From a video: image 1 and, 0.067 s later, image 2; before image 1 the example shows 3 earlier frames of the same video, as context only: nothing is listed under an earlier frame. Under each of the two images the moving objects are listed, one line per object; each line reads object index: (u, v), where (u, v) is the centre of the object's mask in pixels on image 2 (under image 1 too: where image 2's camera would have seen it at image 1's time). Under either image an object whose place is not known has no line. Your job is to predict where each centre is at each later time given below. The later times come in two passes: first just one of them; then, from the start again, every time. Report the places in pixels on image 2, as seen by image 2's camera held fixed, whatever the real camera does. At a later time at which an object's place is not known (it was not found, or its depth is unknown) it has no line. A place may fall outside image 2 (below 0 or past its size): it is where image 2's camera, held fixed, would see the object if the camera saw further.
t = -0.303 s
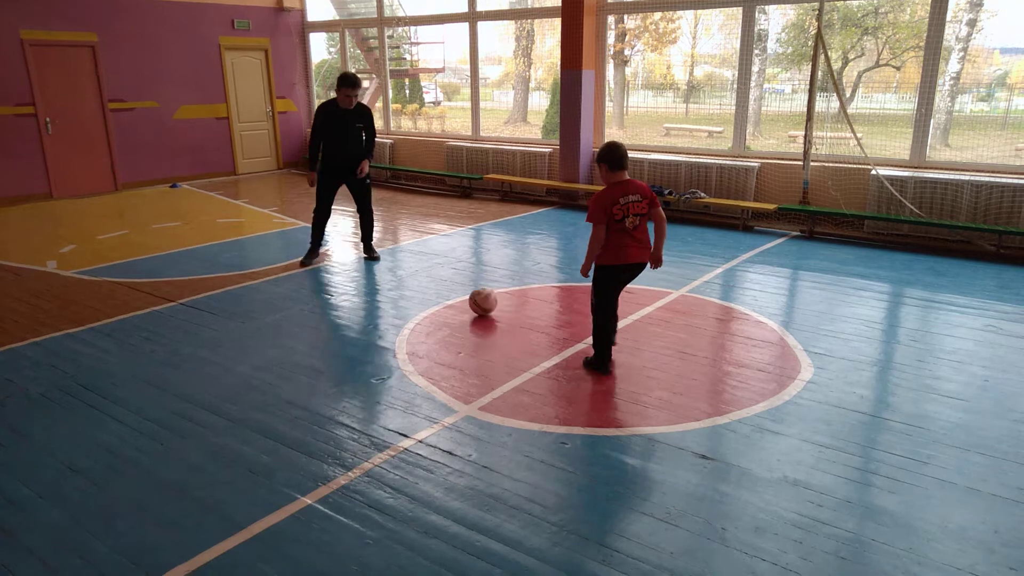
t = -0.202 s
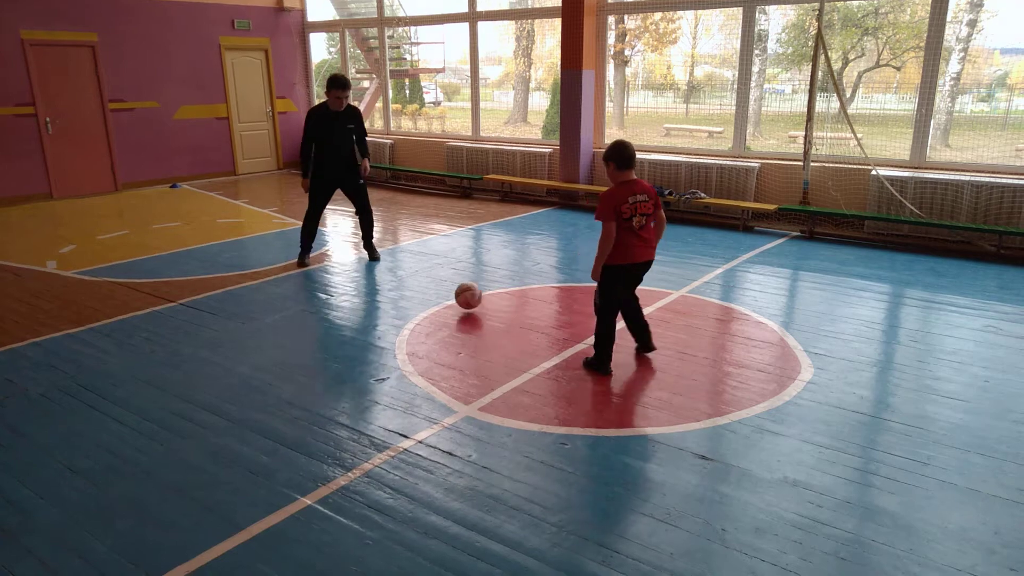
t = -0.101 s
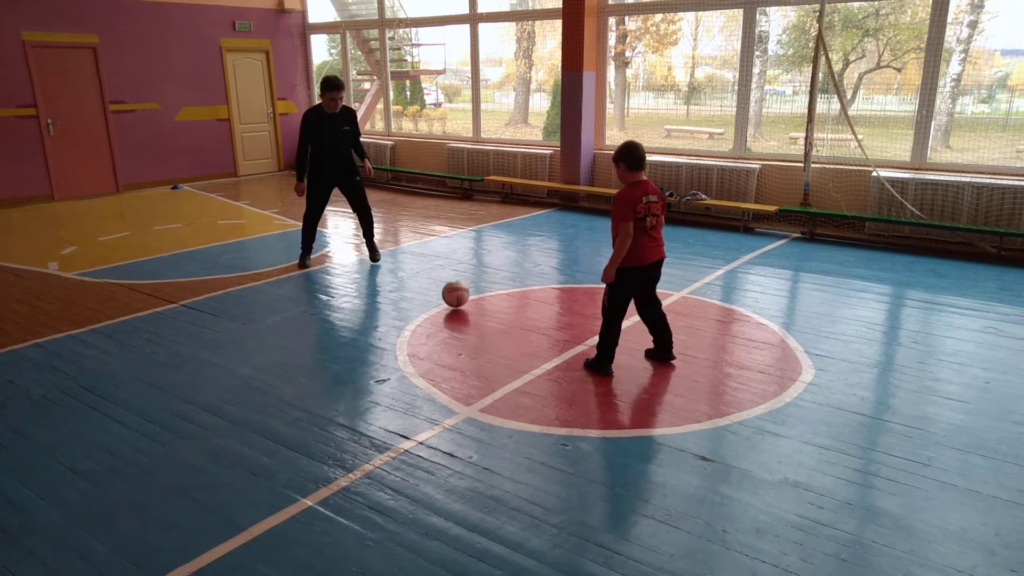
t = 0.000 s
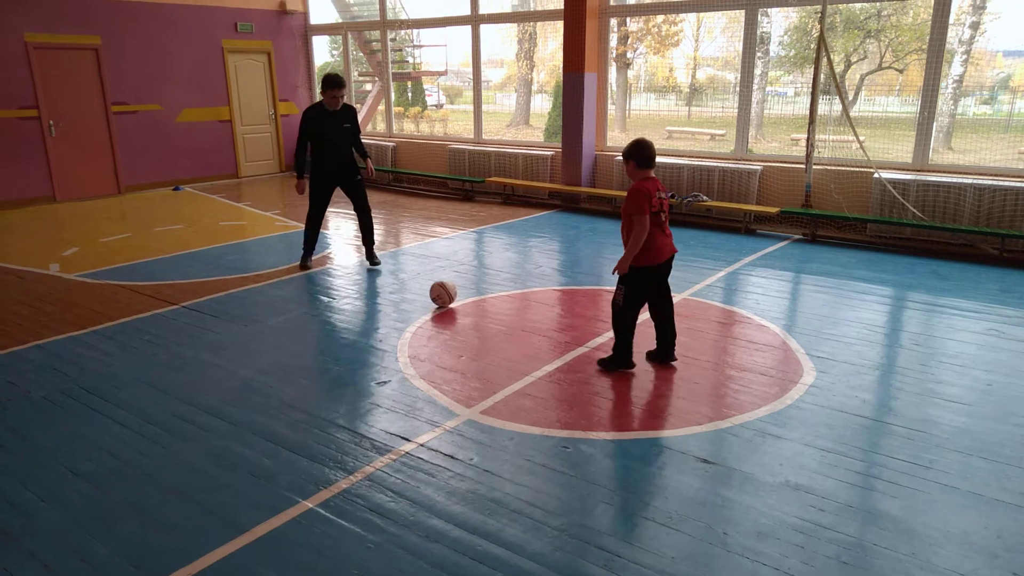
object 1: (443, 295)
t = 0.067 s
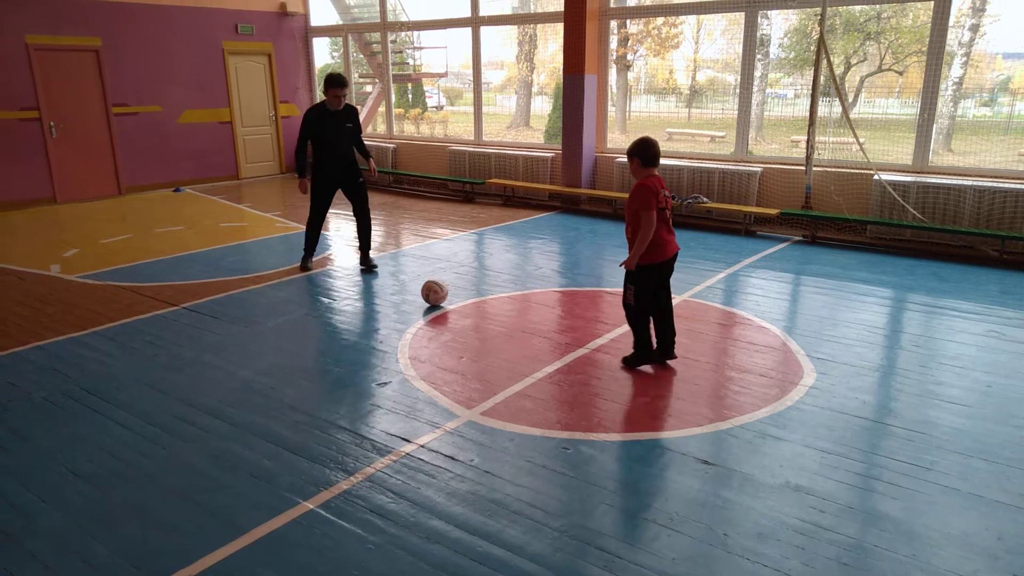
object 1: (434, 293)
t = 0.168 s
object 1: (422, 289)
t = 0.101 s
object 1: (430, 291)
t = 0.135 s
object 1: (426, 290)
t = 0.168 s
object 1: (422, 289)
